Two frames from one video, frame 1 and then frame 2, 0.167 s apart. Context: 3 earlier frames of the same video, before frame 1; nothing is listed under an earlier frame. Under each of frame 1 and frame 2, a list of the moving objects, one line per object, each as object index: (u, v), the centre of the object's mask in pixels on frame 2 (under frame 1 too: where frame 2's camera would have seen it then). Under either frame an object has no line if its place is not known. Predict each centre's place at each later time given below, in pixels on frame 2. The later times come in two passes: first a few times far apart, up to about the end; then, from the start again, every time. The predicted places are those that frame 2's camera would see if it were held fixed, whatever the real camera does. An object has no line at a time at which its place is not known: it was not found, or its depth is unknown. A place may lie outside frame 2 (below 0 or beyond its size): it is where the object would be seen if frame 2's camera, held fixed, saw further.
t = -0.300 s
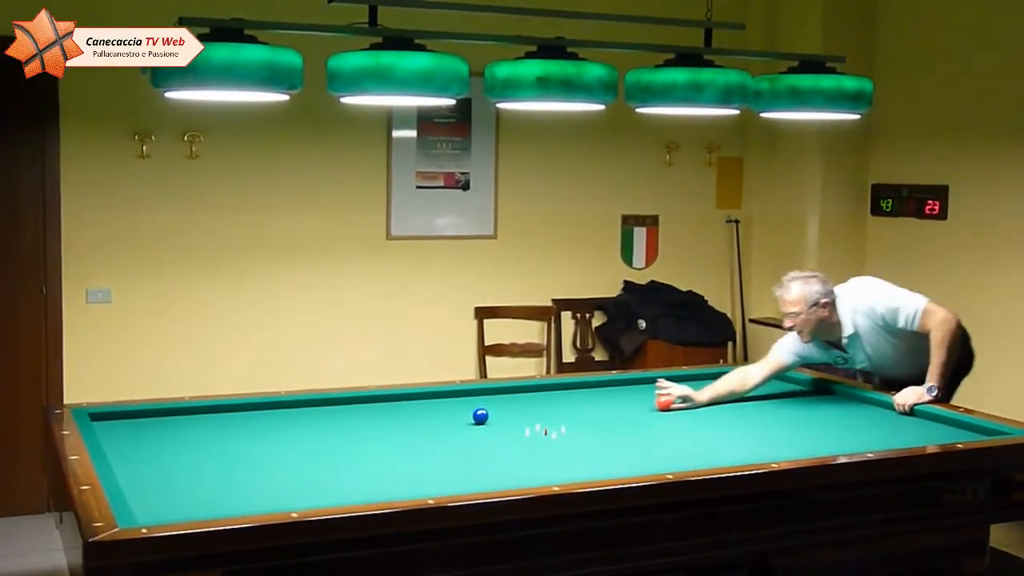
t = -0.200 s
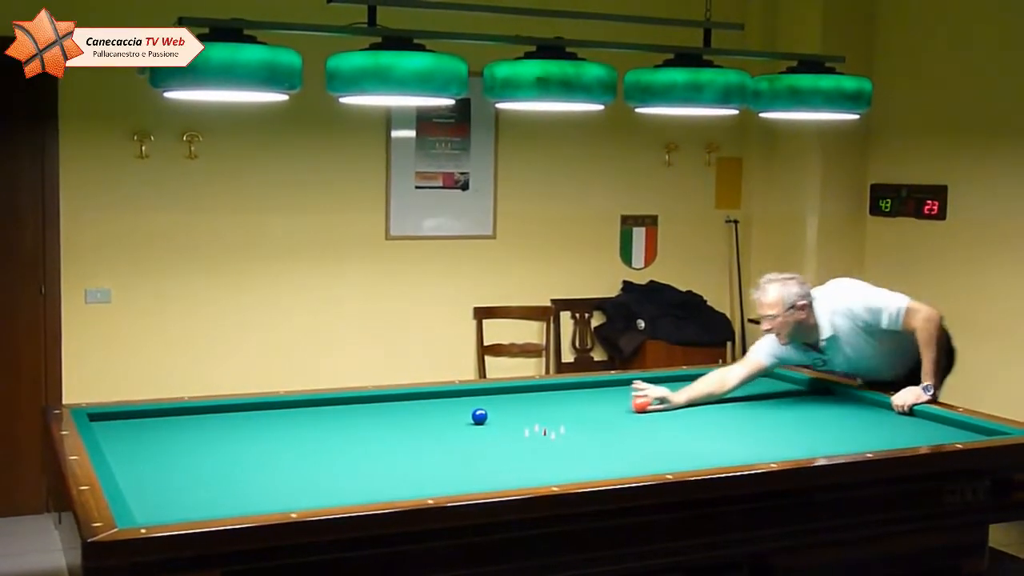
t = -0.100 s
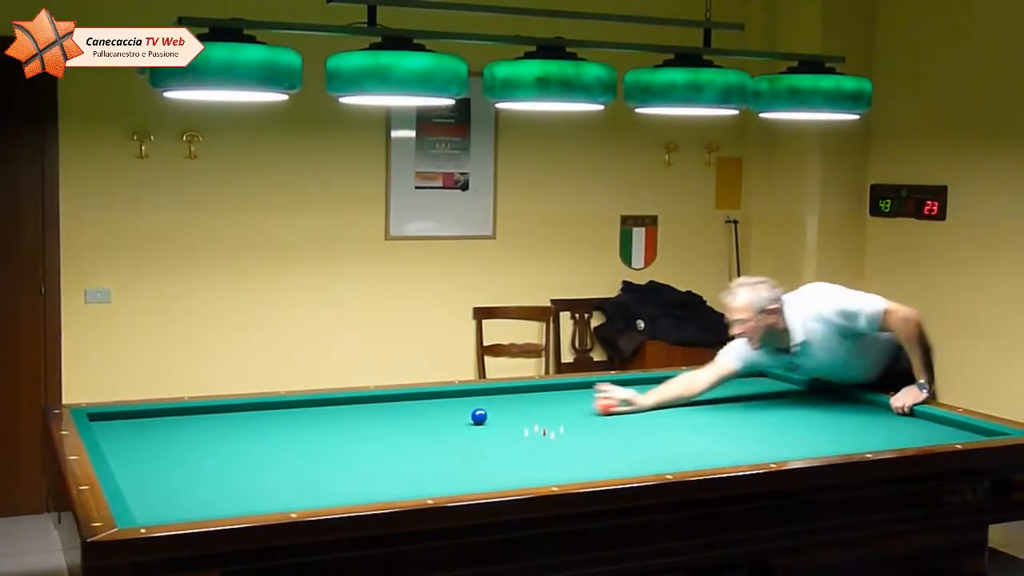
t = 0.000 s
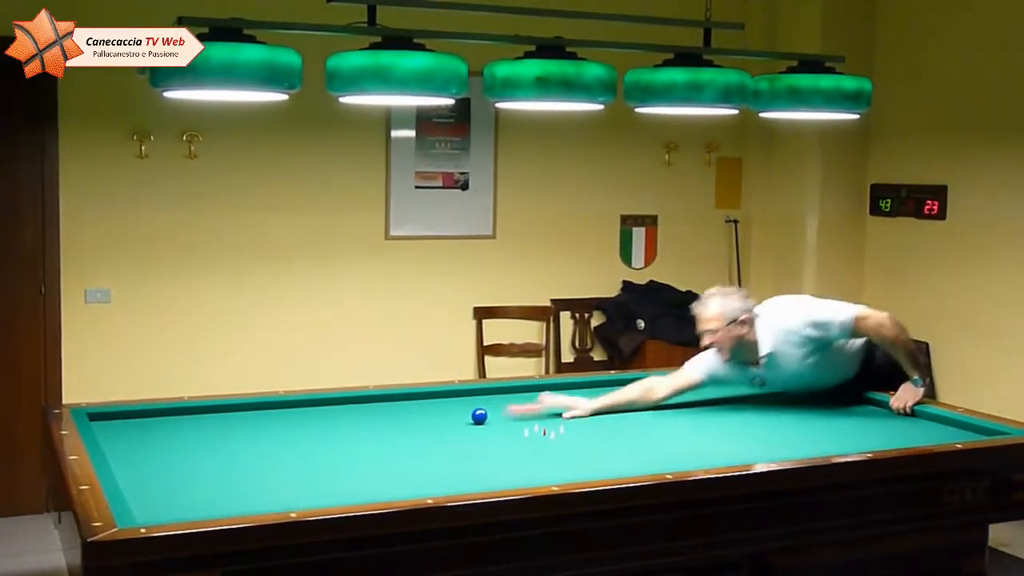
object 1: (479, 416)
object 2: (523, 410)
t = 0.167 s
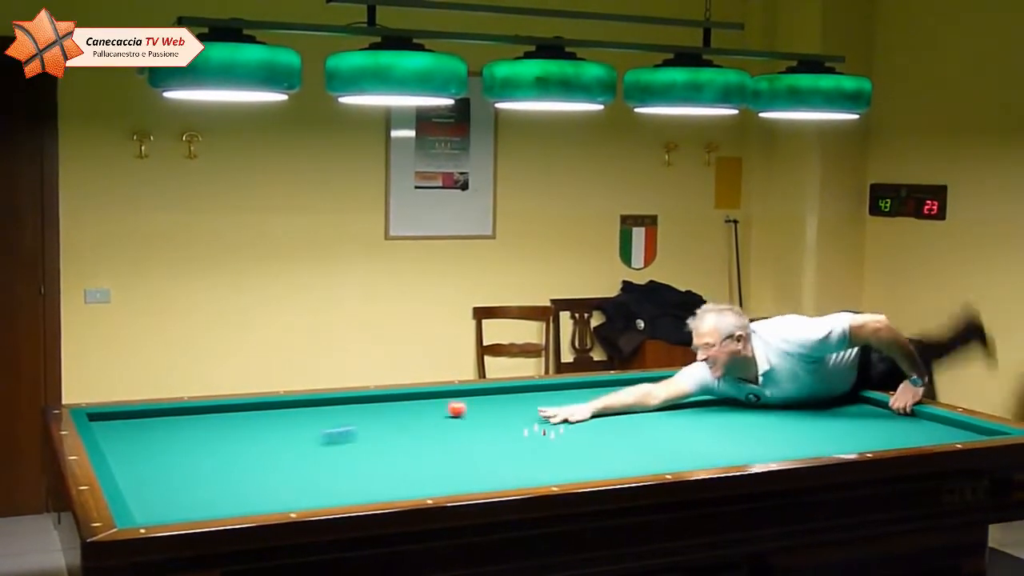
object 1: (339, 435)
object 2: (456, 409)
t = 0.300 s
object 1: (188, 455)
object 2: (427, 405)
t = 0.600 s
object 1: (343, 452)
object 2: (368, 399)
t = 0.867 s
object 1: (547, 441)
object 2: (349, 405)
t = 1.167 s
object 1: (726, 431)
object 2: (323, 412)
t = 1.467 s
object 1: (879, 421)
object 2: (297, 419)
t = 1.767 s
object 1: (865, 424)
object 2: (270, 427)
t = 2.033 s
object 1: (781, 433)
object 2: (246, 434)
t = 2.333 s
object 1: (703, 440)
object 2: (218, 442)
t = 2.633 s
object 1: (625, 449)
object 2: (188, 451)
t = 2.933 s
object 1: (544, 457)
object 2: (159, 459)
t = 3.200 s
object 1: (468, 465)
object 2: (131, 467)
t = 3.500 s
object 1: (379, 474)
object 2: (133, 472)
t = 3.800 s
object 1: (285, 483)
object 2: (152, 475)
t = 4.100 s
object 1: (186, 493)
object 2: (171, 478)
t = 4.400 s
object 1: (169, 496)
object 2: (189, 481)
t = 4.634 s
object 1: (214, 492)
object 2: (201, 482)
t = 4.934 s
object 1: (266, 488)
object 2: (219, 486)
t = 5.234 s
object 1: (315, 485)
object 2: (236, 489)
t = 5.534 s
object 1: (362, 481)
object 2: (251, 492)
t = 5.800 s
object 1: (402, 478)
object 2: (264, 494)
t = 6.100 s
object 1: (443, 475)
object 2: (278, 496)
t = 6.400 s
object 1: (483, 472)
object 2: (291, 497)
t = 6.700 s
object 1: (521, 469)
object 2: (303, 498)
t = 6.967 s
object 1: (552, 467)
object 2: (313, 498)
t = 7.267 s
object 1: (586, 464)
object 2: (324, 498)
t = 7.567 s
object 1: (619, 461)
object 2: (334, 498)
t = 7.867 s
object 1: (649, 459)
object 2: (340, 498)
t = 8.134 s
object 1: (675, 457)
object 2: (342, 497)
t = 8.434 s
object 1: (702, 455)
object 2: (345, 497)
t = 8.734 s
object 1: (728, 453)
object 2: (347, 497)
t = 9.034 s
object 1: (754, 451)
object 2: (348, 496)
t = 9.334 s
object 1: (777, 450)
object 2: (349, 496)
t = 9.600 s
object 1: (797, 448)
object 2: (349, 496)
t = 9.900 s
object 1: (818, 446)
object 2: (349, 496)
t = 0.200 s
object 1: (304, 440)
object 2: (449, 408)
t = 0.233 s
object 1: (264, 445)
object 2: (441, 407)
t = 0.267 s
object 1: (229, 450)
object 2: (433, 406)
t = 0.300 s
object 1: (188, 455)
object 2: (427, 405)
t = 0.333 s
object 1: (146, 460)
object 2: (420, 404)
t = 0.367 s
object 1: (125, 463)
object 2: (413, 403)
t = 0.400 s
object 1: (154, 462)
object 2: (407, 402)
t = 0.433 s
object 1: (189, 460)
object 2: (399, 402)
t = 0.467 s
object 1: (222, 459)
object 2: (393, 401)
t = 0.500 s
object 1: (253, 457)
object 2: (386, 400)
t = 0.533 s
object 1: (283, 455)
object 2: (379, 399)
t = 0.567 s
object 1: (315, 454)
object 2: (373, 398)
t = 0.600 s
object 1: (343, 452)
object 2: (368, 399)
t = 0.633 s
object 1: (372, 450)
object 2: (365, 399)
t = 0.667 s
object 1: (399, 449)
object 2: (364, 400)
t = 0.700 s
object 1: (425, 448)
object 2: (361, 402)
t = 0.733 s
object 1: (452, 446)
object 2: (360, 402)
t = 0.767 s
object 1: (478, 445)
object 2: (357, 403)
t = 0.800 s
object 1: (500, 444)
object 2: (355, 404)
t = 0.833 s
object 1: (524, 443)
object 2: (352, 405)
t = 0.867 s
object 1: (547, 441)
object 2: (349, 405)
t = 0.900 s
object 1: (570, 440)
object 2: (346, 406)
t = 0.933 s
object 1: (593, 438)
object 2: (343, 407)
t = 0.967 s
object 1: (612, 437)
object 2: (340, 408)
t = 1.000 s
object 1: (633, 436)
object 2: (337, 408)
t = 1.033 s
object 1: (652, 435)
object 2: (334, 409)
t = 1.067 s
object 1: (671, 434)
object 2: (331, 410)
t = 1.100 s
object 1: (688, 433)
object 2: (328, 411)
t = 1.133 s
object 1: (708, 432)
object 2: (326, 411)
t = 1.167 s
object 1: (726, 431)
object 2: (323, 412)
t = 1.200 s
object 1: (743, 429)
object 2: (320, 413)
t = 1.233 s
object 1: (762, 429)
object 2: (317, 414)
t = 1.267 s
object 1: (779, 427)
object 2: (314, 415)
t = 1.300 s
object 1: (796, 426)
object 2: (311, 416)
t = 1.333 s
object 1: (813, 425)
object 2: (309, 416)
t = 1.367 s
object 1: (830, 424)
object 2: (306, 417)
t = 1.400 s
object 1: (846, 423)
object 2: (302, 418)
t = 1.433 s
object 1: (862, 422)
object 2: (300, 419)
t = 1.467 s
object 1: (879, 421)
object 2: (297, 419)
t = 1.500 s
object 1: (896, 420)
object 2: (294, 421)
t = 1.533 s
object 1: (912, 419)
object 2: (291, 422)
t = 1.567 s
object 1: (926, 418)
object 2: (288, 423)
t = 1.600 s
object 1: (925, 418)
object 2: (285, 423)
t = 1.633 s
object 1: (912, 420)
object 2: (282, 424)
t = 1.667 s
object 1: (900, 421)
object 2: (279, 425)
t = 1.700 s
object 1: (889, 422)
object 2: (277, 425)
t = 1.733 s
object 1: (877, 423)
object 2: (274, 426)
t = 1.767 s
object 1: (865, 424)
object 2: (270, 427)
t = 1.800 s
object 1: (854, 425)
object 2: (267, 428)
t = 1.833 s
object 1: (842, 426)
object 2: (264, 429)
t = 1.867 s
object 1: (831, 428)
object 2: (261, 430)
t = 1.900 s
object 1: (821, 429)
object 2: (258, 431)
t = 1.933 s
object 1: (810, 430)
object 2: (255, 432)
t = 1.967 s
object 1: (801, 431)
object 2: (252, 432)
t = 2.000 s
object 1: (791, 431)
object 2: (249, 433)
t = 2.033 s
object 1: (781, 433)
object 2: (246, 434)
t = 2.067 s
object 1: (771, 434)
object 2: (243, 435)
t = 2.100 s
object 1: (762, 434)
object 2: (240, 436)
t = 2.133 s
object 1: (753, 436)
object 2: (236, 437)
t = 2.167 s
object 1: (744, 437)
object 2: (233, 438)
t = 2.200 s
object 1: (736, 437)
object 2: (230, 439)
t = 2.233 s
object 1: (728, 438)
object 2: (227, 440)
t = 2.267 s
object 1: (720, 439)
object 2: (224, 440)
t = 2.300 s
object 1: (712, 440)
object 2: (221, 442)
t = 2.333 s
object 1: (703, 440)
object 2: (218, 442)
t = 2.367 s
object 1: (695, 442)
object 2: (214, 443)
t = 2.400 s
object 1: (686, 443)
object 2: (211, 444)
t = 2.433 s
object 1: (678, 443)
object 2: (208, 445)
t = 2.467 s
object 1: (670, 444)
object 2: (205, 446)
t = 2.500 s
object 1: (661, 445)
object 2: (202, 447)
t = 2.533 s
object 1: (652, 446)
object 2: (198, 448)
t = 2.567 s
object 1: (643, 447)
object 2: (195, 449)
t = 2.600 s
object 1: (635, 448)
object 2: (191, 450)
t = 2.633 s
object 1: (625, 449)
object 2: (188, 451)
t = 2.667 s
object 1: (616, 450)
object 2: (184, 452)
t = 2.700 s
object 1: (608, 451)
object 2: (181, 453)
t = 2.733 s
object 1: (598, 452)
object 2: (178, 454)
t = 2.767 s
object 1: (589, 453)
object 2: (174, 454)
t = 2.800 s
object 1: (580, 454)
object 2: (171, 456)
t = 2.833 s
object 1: (572, 454)
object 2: (168, 456)
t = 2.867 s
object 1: (563, 455)
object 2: (165, 457)
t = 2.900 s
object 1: (553, 456)
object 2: (162, 458)
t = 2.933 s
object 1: (544, 457)
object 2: (159, 459)
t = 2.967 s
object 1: (535, 458)
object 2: (155, 460)
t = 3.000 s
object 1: (525, 459)
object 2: (152, 461)
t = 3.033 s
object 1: (516, 460)
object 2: (149, 462)
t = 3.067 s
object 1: (506, 461)
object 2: (145, 463)
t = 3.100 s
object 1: (497, 462)
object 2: (142, 464)
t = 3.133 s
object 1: (487, 463)
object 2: (138, 465)
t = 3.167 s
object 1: (478, 464)
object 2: (135, 466)
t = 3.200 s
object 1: (468, 465)
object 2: (131, 467)
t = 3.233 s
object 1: (458, 466)
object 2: (128, 468)
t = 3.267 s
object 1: (449, 467)
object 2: (125, 469)
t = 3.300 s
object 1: (439, 468)
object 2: (122, 469)
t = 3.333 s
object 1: (429, 469)
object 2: (121, 470)
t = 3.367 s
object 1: (419, 470)
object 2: (124, 470)
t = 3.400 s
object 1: (409, 471)
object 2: (126, 471)
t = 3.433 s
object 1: (399, 472)
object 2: (129, 471)
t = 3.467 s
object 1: (389, 473)
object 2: (131, 472)
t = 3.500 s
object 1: (379, 474)
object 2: (133, 472)
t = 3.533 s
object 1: (369, 475)
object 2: (136, 472)
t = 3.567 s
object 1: (358, 476)
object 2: (137, 473)
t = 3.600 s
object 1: (347, 477)
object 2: (140, 473)
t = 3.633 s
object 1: (337, 478)
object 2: (141, 474)
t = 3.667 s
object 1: (327, 479)
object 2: (144, 474)
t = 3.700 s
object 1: (317, 480)
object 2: (146, 474)
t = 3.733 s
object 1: (306, 481)
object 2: (148, 474)
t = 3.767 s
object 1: (296, 482)
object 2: (150, 475)
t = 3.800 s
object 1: (285, 483)
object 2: (152, 475)
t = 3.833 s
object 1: (274, 484)
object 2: (155, 475)
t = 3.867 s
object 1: (263, 485)
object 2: (157, 476)
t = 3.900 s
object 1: (252, 487)
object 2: (159, 476)
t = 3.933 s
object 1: (241, 488)
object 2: (161, 477)
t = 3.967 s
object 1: (231, 489)
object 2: (163, 477)
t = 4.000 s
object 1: (219, 490)
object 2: (165, 477)
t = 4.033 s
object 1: (208, 491)
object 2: (167, 478)
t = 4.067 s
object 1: (197, 492)
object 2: (169, 478)
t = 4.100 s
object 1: (186, 493)
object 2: (171, 478)
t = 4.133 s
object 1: (175, 494)
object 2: (173, 476)
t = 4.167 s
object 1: (163, 496)
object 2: (176, 478)
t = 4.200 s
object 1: (151, 497)
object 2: (177, 480)
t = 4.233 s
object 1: (140, 498)
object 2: (179, 480)
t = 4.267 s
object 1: (134, 498)
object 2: (181, 480)
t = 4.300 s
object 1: (142, 498)
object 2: (183, 481)
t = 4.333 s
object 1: (152, 497)
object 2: (185, 481)
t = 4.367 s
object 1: (160, 497)
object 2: (187, 481)
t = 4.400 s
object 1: (169, 496)
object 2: (189, 481)
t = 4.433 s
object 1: (177, 495)
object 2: (192, 481)
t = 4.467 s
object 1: (184, 495)
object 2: (194, 480)
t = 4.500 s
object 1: (190, 494)
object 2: (196, 478)
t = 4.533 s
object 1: (196, 493)
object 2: (197, 478)
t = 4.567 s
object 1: (202, 493)
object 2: (197, 479)
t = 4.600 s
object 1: (207, 492)
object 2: (199, 480)
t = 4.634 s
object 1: (214, 492)
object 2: (201, 482)
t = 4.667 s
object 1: (220, 492)
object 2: (204, 484)
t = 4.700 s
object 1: (226, 491)
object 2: (207, 484)
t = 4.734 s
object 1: (232, 491)
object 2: (208, 485)
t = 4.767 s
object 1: (238, 490)
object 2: (210, 485)
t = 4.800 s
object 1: (244, 490)
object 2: (212, 485)
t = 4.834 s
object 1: (249, 490)
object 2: (213, 486)
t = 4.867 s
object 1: (254, 489)
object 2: (215, 486)
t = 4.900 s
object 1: (260, 489)
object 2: (217, 486)
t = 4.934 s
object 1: (266, 488)
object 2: (219, 486)
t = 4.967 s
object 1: (271, 488)
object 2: (221, 487)
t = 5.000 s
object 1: (277, 487)
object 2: (223, 487)
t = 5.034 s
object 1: (283, 487)
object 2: (225, 488)
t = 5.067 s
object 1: (288, 487)
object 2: (227, 488)
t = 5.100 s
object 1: (294, 486)
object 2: (228, 488)
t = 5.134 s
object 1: (299, 486)
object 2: (230, 488)
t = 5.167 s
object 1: (305, 485)
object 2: (232, 489)
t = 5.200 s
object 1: (310, 485)
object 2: (234, 489)
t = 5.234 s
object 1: (315, 485)
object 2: (236, 489)
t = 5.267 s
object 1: (321, 484)
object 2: (237, 490)
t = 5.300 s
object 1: (326, 484)
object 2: (239, 490)
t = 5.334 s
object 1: (331, 483)
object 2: (241, 490)
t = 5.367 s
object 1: (336, 483)
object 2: (243, 490)
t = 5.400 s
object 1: (342, 483)
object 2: (245, 491)
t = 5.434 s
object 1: (347, 482)
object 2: (246, 491)
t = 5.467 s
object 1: (352, 482)
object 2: (248, 491)
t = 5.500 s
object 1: (357, 482)
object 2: (250, 492)
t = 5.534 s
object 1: (362, 481)
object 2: (251, 492)
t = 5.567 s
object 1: (367, 481)
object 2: (253, 492)
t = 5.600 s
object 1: (372, 481)
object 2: (255, 492)
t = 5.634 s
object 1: (377, 480)
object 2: (256, 492)
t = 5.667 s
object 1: (382, 480)
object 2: (258, 493)
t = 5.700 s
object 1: (387, 480)
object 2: (260, 493)
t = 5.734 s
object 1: (392, 479)
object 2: (261, 493)
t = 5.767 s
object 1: (397, 479)
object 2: (263, 494)
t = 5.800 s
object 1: (402, 478)
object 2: (264, 494)
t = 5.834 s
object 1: (406, 478)
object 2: (266, 494)
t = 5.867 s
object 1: (411, 478)
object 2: (268, 494)
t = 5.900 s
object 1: (415, 477)
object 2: (269, 494)
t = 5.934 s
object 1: (420, 477)
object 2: (271, 495)
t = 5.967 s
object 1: (425, 476)
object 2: (272, 495)
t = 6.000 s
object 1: (430, 476)
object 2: (274, 495)
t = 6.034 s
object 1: (434, 476)
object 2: (275, 495)
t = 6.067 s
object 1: (439, 475)
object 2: (277, 495)
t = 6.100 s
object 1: (443, 475)
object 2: (278, 496)
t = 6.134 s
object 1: (448, 475)
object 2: (280, 496)
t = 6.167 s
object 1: (452, 474)
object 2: (282, 496)
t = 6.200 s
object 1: (457, 474)
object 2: (283, 496)
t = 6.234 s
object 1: (461, 473)
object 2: (285, 496)
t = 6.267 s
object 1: (465, 473)
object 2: (286, 496)
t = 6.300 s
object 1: (470, 473)
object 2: (287, 496)
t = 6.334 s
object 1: (475, 473)
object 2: (289, 496)
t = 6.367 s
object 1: (478, 472)
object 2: (290, 496)
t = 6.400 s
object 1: (483, 472)
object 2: (291, 497)
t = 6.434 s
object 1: (487, 472)
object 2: (293, 497)
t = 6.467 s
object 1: (491, 471)
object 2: (294, 497)
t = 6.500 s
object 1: (495, 471)
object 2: (296, 497)
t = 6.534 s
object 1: (500, 471)
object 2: (297, 497)
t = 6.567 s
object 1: (504, 470)
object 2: (298, 497)
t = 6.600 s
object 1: (508, 470)
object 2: (300, 497)
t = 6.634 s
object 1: (512, 470)
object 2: (301, 497)
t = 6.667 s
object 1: (516, 469)
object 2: (302, 497)
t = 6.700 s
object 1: (521, 469)
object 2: (303, 498)
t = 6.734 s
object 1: (524, 469)
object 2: (305, 497)
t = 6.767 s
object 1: (528, 468)
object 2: (306, 498)
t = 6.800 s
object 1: (532, 468)
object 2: (307, 498)
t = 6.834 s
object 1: (536, 468)
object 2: (308, 498)
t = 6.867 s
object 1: (540, 467)
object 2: (309, 498)
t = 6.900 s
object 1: (544, 467)
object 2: (311, 498)
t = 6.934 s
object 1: (548, 467)
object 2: (312, 498)
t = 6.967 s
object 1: (552, 467)
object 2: (313, 498)
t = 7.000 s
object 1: (556, 467)
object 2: (314, 498)
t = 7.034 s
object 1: (560, 466)
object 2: (316, 498)
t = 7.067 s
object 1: (564, 466)
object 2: (317, 498)
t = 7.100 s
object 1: (568, 466)
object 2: (318, 498)
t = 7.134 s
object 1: (571, 465)
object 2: (319, 498)
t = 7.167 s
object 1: (575, 465)
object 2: (320, 498)
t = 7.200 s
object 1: (579, 465)
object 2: (321, 498)
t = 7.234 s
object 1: (582, 464)
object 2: (322, 498)
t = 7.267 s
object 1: (586, 464)
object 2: (324, 498)
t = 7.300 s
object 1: (590, 464)
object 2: (325, 498)
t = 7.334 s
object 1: (594, 464)
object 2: (326, 498)
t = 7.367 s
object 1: (597, 463)
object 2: (327, 498)
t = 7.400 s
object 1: (601, 463)
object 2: (328, 498)
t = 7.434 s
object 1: (604, 463)
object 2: (329, 498)
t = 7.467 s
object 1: (608, 462)
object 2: (330, 498)
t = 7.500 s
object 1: (612, 462)
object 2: (331, 498)
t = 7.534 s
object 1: (615, 462)
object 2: (332, 498)
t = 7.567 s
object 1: (619, 461)
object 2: (334, 498)
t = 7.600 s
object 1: (622, 461)
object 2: (334, 498)
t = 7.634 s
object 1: (626, 461)
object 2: (336, 499)
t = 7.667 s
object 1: (629, 461)
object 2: (336, 499)
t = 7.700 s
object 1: (633, 460)
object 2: (337, 499)
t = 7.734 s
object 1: (636, 460)
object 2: (338, 498)
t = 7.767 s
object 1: (640, 460)
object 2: (339, 498)
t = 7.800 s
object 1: (643, 459)
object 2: (339, 498)
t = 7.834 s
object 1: (646, 459)
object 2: (340, 498)
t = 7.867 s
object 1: (649, 459)
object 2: (340, 498)
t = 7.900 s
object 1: (653, 459)
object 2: (340, 498)
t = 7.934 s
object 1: (656, 459)
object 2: (340, 498)
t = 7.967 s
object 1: (659, 458)
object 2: (341, 498)
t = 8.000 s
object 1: (662, 458)
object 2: (341, 498)
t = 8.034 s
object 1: (666, 458)
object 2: (342, 498)
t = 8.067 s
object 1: (669, 458)
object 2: (342, 498)
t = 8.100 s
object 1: (672, 457)
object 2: (343, 498)
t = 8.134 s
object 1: (675, 457)
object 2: (342, 497)
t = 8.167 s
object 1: (679, 457)
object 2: (343, 497)
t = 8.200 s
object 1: (681, 457)
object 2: (343, 497)
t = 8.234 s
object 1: (685, 456)
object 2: (344, 497)
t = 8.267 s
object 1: (688, 456)
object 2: (344, 497)
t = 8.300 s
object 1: (691, 456)
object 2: (344, 497)
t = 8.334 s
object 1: (694, 456)
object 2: (344, 497)
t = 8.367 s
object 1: (697, 456)
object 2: (345, 497)
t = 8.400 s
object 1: (699, 456)
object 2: (344, 497)
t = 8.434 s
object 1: (702, 455)
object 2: (345, 497)
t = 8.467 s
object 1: (706, 455)
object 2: (345, 497)
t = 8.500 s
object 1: (709, 455)
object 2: (345, 497)
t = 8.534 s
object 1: (711, 455)
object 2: (345, 497)
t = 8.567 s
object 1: (714, 454)
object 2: (345, 497)
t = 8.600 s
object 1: (717, 454)
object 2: (346, 497)
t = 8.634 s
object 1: (720, 454)
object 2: (346, 497)
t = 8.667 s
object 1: (723, 454)
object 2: (346, 497)
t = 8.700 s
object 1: (726, 453)
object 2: (346, 497)
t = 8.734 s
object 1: (728, 453)
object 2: (347, 497)
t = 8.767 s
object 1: (731, 453)
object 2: (347, 497)
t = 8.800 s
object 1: (735, 453)
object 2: (347, 497)
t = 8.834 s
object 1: (737, 452)
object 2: (347, 497)
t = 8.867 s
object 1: (740, 452)
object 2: (348, 497)
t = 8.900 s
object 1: (743, 452)
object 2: (348, 497)
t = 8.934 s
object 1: (745, 452)
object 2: (348, 497)
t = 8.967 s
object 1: (749, 452)
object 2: (348, 496)
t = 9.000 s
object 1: (751, 451)
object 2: (348, 496)
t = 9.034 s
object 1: (754, 451)
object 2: (348, 496)
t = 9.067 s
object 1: (757, 451)
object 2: (349, 496)
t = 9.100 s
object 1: (759, 451)
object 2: (348, 496)
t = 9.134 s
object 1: (761, 451)
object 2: (348, 496)
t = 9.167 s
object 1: (765, 450)
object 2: (349, 496)
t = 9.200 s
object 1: (768, 450)
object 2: (349, 496)
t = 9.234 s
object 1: (771, 450)
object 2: (350, 496)
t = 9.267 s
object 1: (772, 450)
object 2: (349, 496)
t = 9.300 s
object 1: (774, 450)
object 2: (348, 496)
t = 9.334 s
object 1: (777, 450)
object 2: (349, 496)
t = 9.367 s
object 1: (780, 449)
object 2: (349, 496)
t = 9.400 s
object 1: (783, 449)
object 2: (350, 496)
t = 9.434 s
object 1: (785, 448)
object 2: (350, 496)
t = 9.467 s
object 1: (787, 448)
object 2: (350, 496)
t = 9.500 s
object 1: (790, 448)
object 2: (350, 496)
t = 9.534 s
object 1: (792, 448)
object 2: (350, 496)
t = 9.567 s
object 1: (795, 448)
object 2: (350, 496)
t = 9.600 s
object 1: (797, 448)
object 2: (349, 496)
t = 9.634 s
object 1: (800, 448)
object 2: (350, 496)
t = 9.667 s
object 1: (802, 447)
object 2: (349, 496)
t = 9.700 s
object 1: (804, 447)
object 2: (349, 496)
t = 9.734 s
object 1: (807, 447)
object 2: (349, 496)
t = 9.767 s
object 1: (809, 447)
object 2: (349, 496)
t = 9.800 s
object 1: (811, 447)
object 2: (349, 496)
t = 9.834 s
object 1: (814, 447)
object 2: (349, 496)
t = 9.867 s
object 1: (816, 446)
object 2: (348, 496)
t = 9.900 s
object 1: (818, 446)
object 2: (349, 496)
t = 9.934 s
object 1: (820, 446)
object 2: (349, 496)
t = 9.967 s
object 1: (823, 446)
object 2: (349, 496)
